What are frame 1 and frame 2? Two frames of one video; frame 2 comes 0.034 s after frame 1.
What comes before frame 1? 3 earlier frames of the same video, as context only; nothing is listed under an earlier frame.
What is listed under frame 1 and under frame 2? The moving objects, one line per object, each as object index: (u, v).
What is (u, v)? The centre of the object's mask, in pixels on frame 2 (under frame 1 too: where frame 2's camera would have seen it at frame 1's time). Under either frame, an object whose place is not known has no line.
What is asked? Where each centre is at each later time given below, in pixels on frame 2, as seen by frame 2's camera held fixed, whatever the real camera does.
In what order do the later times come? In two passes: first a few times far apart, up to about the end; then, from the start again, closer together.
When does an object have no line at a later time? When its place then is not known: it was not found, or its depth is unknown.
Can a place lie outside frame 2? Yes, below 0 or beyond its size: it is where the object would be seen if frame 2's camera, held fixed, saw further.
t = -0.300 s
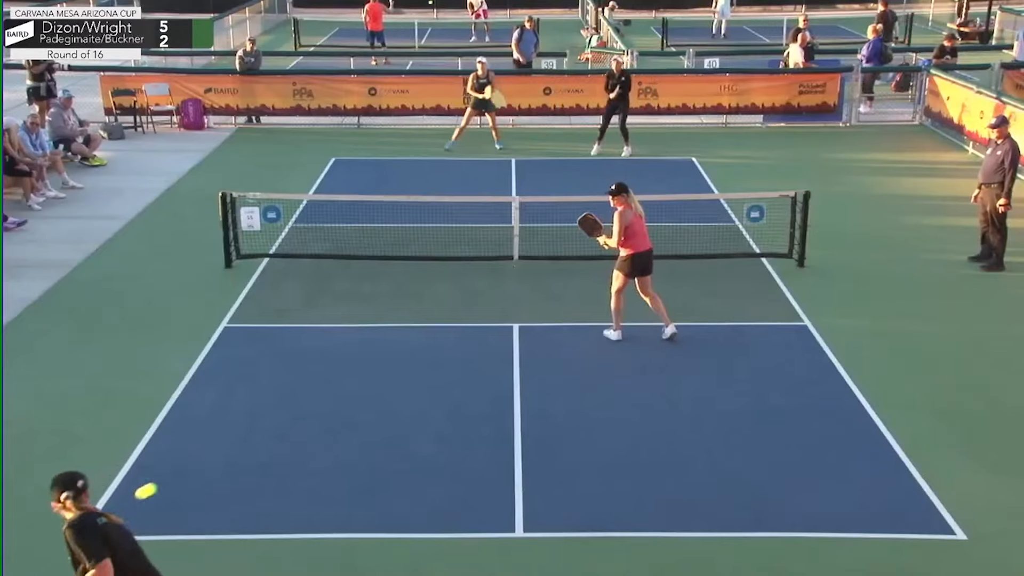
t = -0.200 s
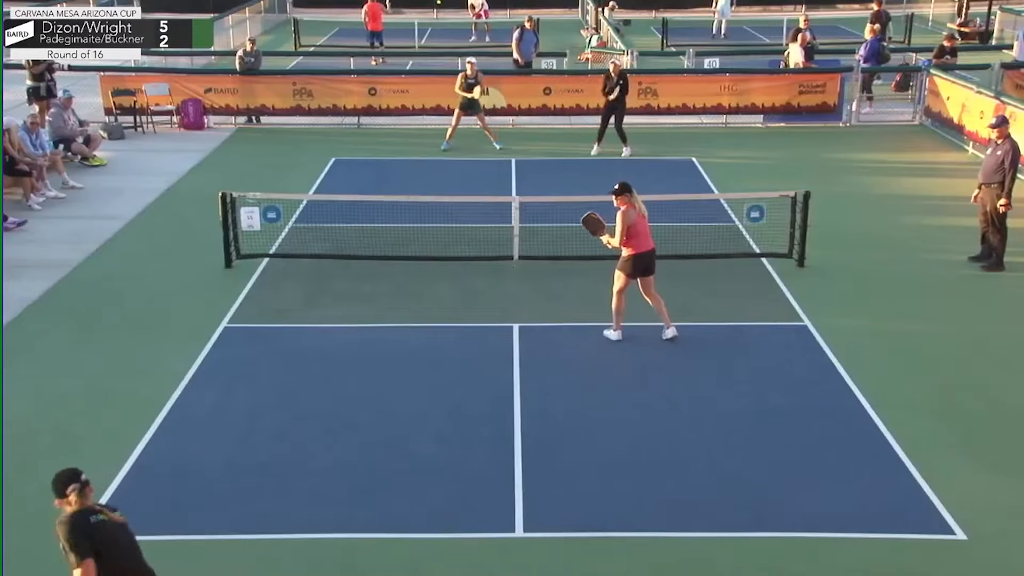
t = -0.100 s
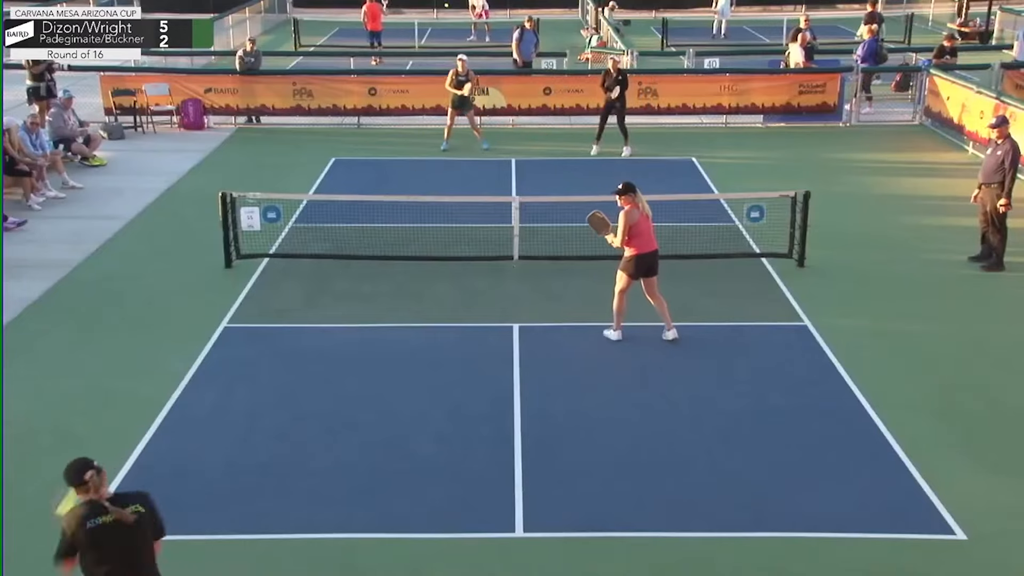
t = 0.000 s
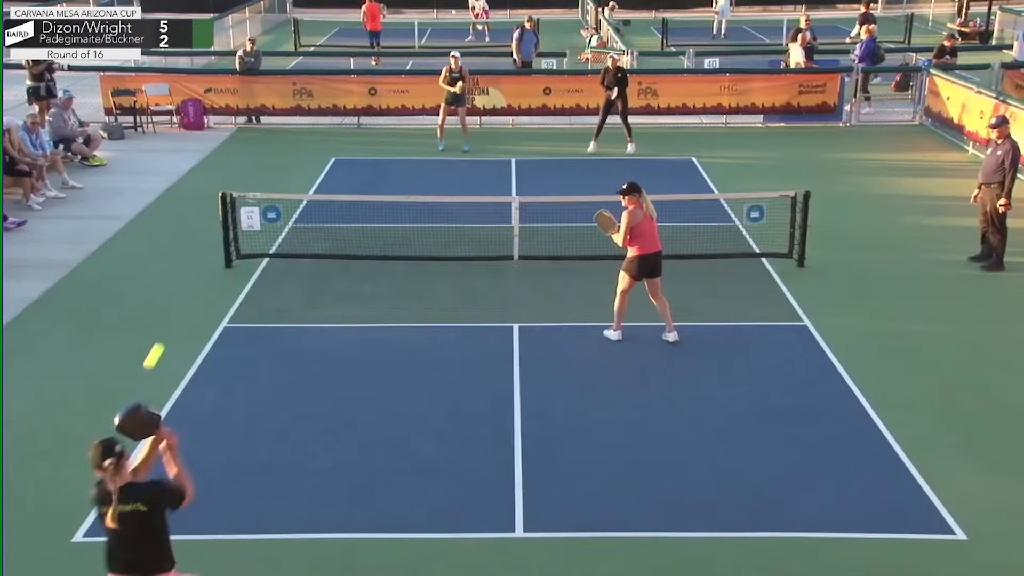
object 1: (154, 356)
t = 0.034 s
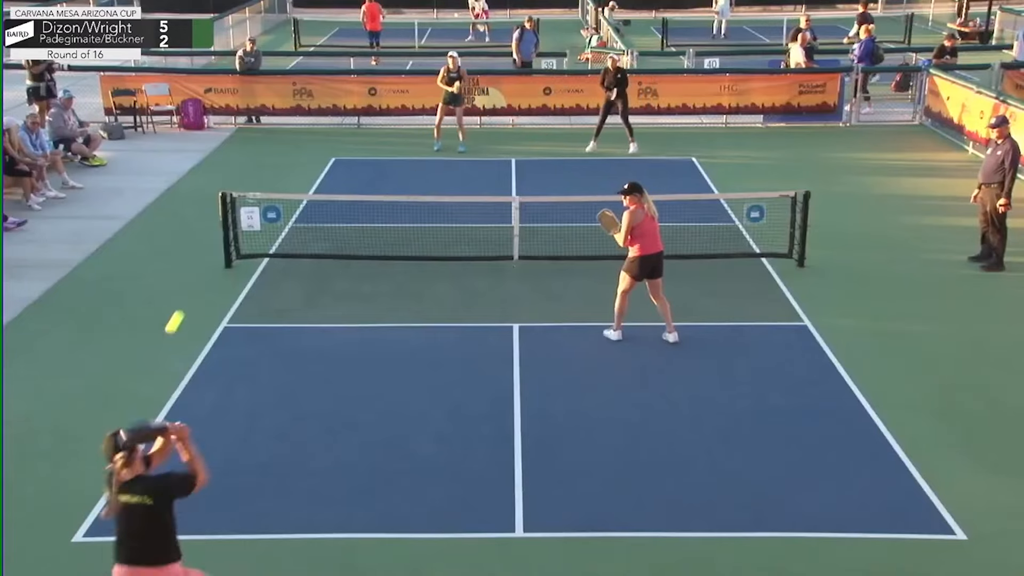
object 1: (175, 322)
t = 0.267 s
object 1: (268, 193)
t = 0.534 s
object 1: (325, 164)
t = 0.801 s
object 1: (361, 194)
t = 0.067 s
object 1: (192, 294)
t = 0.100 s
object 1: (208, 269)
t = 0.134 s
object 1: (222, 249)
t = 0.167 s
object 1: (235, 231)
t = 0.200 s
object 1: (248, 215)
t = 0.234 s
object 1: (258, 203)
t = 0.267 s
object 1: (268, 193)
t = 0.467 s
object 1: (313, 165)
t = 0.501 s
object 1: (320, 164)
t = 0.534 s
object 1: (325, 164)
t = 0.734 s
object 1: (354, 184)
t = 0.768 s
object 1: (358, 189)
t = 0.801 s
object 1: (361, 194)
